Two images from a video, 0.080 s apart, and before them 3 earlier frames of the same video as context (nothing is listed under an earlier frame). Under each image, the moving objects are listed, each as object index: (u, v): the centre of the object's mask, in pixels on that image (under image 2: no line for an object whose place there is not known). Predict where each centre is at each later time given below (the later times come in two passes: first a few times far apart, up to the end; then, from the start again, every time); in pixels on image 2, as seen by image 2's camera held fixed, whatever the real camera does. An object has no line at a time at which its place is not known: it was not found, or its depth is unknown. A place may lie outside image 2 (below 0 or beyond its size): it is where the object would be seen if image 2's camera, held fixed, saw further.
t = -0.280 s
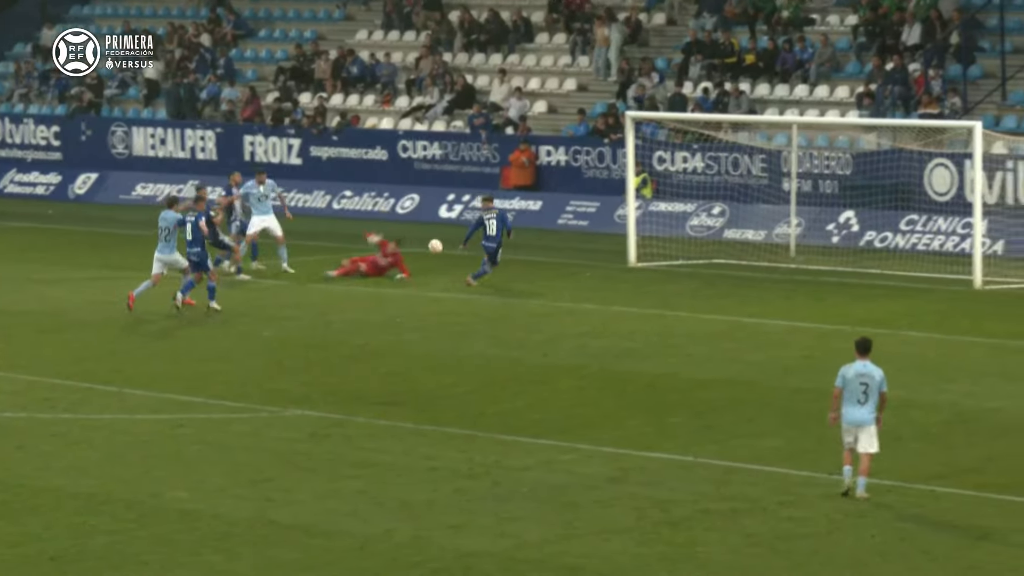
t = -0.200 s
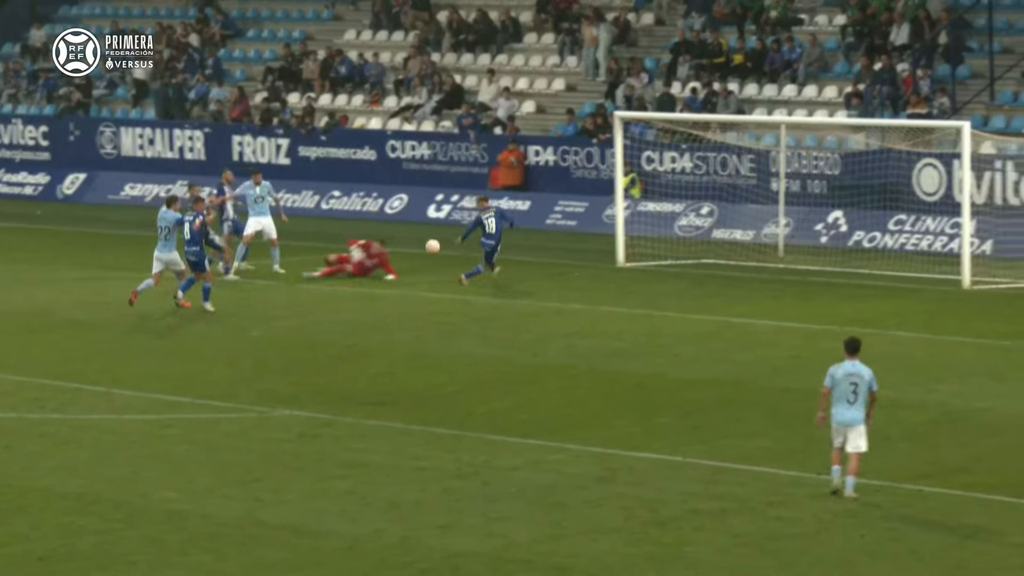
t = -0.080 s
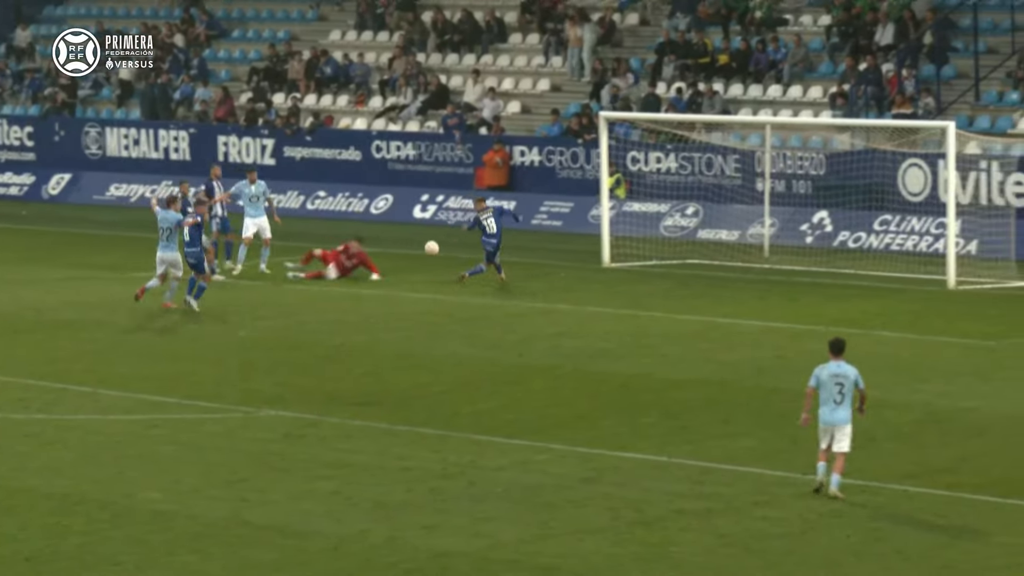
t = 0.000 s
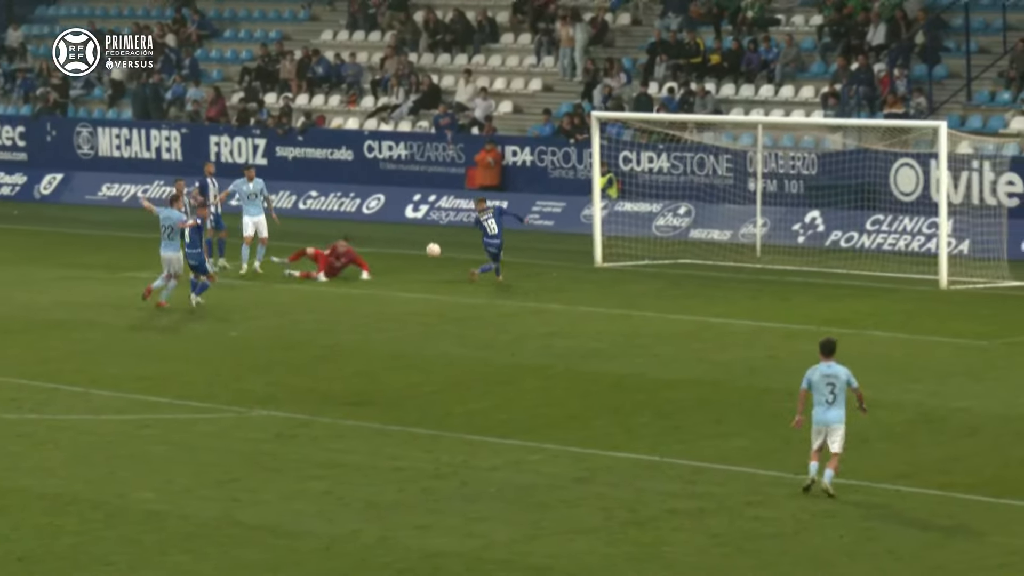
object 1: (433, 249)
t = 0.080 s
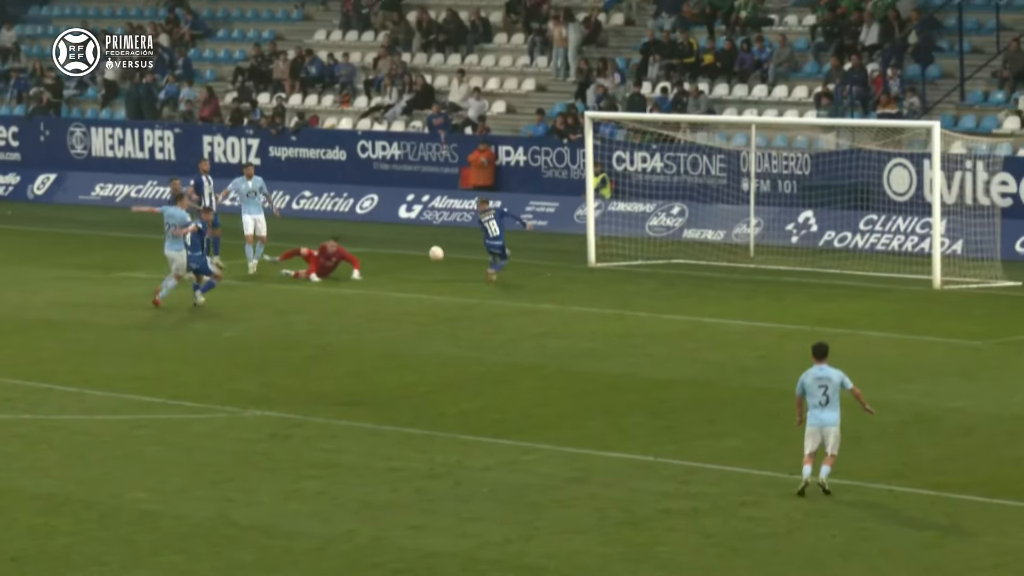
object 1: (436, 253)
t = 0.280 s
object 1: (471, 272)
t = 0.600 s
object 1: (546, 297)
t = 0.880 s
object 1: (605, 317)
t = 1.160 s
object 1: (649, 326)
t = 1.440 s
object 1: (681, 341)
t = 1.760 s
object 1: (694, 352)
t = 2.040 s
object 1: (706, 355)
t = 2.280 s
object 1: (717, 363)
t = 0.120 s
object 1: (441, 255)
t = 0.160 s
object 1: (446, 257)
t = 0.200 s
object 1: (451, 259)
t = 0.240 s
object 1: (461, 265)
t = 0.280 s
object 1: (471, 272)
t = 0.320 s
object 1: (482, 280)
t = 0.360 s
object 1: (492, 288)
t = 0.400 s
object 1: (503, 298)
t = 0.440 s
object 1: (514, 308)
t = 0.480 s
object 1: (522, 304)
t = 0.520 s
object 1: (530, 300)
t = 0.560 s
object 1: (537, 298)
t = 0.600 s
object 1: (546, 297)
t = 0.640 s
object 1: (554, 297)
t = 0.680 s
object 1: (562, 297)
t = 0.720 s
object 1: (570, 299)
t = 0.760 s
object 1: (579, 302)
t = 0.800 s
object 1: (588, 306)
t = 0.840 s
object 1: (597, 311)
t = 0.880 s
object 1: (605, 317)
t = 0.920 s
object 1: (614, 325)
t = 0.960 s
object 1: (623, 330)
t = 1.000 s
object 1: (628, 328)
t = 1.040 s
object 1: (633, 326)
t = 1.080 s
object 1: (638, 325)
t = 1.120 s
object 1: (644, 325)
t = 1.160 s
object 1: (649, 326)
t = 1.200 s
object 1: (655, 329)
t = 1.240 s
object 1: (660, 333)
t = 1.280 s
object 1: (666, 337)
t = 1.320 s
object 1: (671, 344)
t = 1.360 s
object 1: (675, 344)
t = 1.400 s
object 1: (678, 341)
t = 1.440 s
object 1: (681, 341)
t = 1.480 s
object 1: (684, 341)
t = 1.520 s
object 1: (685, 342)
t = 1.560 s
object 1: (687, 343)
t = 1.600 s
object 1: (688, 344)
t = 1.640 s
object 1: (690, 345)
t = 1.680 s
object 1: (691, 347)
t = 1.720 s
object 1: (693, 349)
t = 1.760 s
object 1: (694, 352)
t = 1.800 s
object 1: (696, 355)
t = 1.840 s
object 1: (698, 357)
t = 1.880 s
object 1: (699, 357)
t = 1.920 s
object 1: (701, 356)
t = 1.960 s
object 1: (702, 356)
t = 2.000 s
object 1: (704, 355)
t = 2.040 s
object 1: (706, 355)
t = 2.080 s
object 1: (708, 356)
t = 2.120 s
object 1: (710, 357)
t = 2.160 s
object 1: (711, 358)
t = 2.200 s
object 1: (713, 359)
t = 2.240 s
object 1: (715, 361)
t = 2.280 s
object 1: (717, 363)
